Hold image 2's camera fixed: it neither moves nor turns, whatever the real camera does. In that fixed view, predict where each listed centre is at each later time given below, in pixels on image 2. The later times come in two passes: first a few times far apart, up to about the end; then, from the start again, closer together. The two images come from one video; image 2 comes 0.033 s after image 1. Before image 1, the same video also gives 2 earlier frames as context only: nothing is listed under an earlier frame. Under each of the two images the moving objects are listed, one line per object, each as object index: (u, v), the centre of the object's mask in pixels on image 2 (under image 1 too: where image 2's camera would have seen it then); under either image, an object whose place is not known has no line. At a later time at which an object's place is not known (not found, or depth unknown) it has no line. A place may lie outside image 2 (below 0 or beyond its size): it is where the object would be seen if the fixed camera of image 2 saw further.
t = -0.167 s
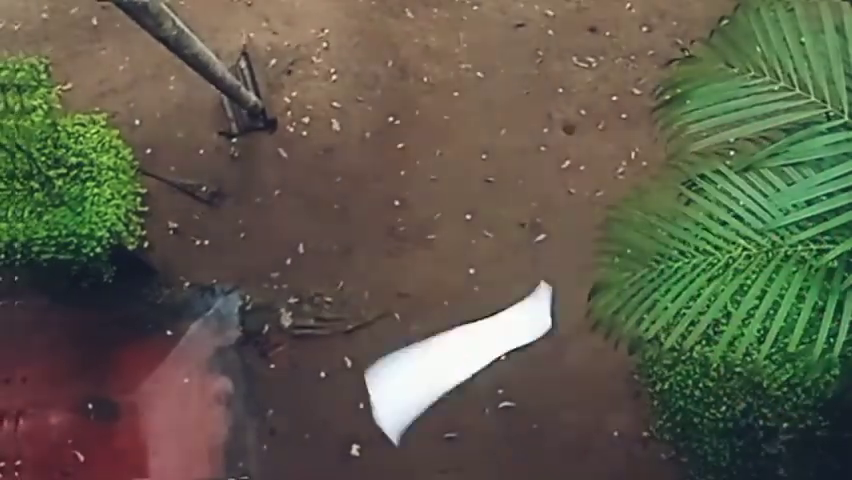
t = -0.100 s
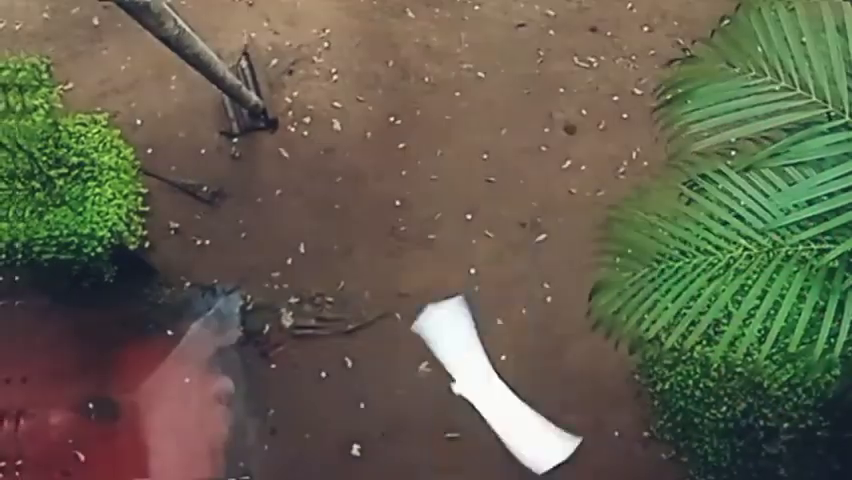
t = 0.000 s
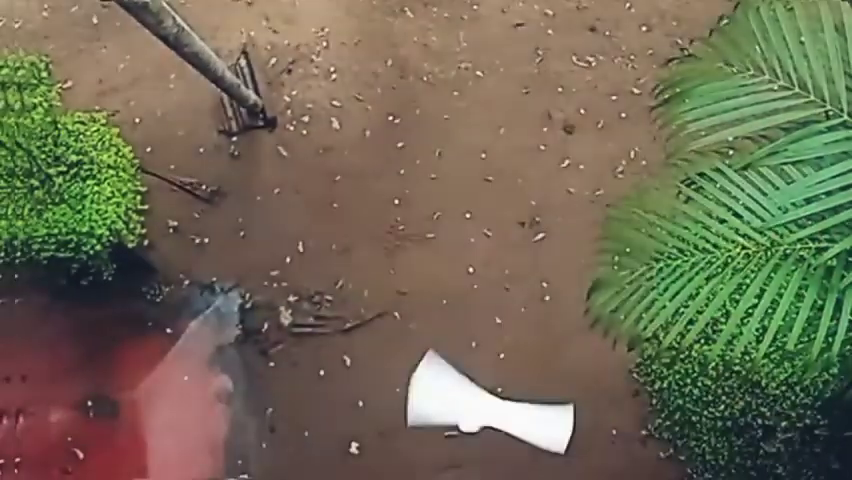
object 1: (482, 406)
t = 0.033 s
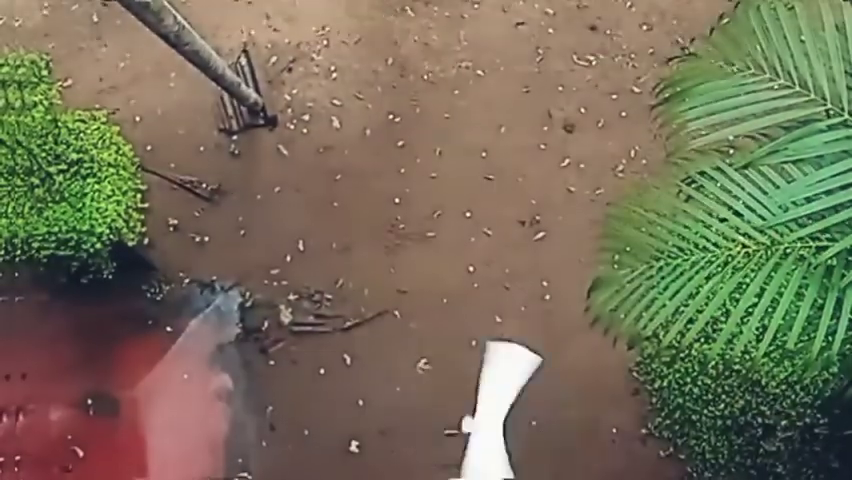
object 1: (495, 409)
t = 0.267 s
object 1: (521, 458)
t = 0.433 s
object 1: (537, 473)
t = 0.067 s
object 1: (494, 430)
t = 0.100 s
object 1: (493, 418)
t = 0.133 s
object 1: (505, 443)
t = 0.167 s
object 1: (507, 450)
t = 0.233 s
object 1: (518, 458)
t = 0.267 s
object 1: (521, 458)
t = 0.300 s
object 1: (531, 449)
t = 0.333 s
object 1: (526, 466)
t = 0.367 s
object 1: (535, 460)
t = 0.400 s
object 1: (544, 463)
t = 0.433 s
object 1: (537, 473)
